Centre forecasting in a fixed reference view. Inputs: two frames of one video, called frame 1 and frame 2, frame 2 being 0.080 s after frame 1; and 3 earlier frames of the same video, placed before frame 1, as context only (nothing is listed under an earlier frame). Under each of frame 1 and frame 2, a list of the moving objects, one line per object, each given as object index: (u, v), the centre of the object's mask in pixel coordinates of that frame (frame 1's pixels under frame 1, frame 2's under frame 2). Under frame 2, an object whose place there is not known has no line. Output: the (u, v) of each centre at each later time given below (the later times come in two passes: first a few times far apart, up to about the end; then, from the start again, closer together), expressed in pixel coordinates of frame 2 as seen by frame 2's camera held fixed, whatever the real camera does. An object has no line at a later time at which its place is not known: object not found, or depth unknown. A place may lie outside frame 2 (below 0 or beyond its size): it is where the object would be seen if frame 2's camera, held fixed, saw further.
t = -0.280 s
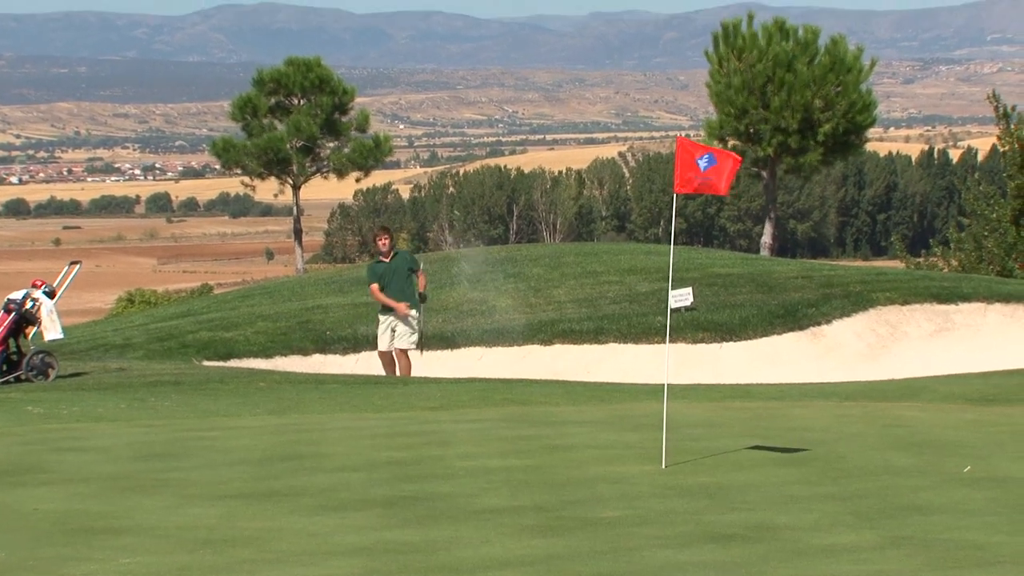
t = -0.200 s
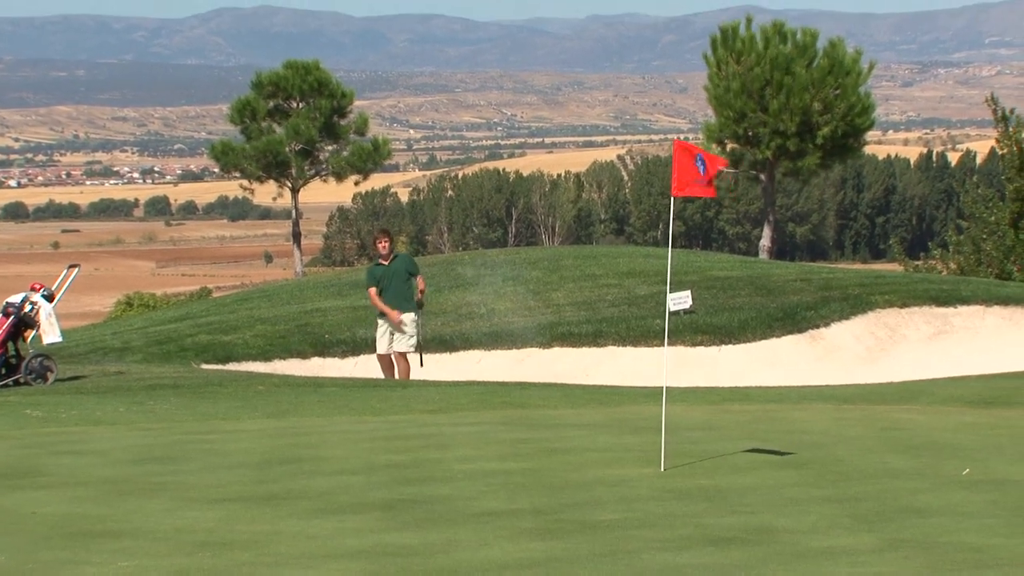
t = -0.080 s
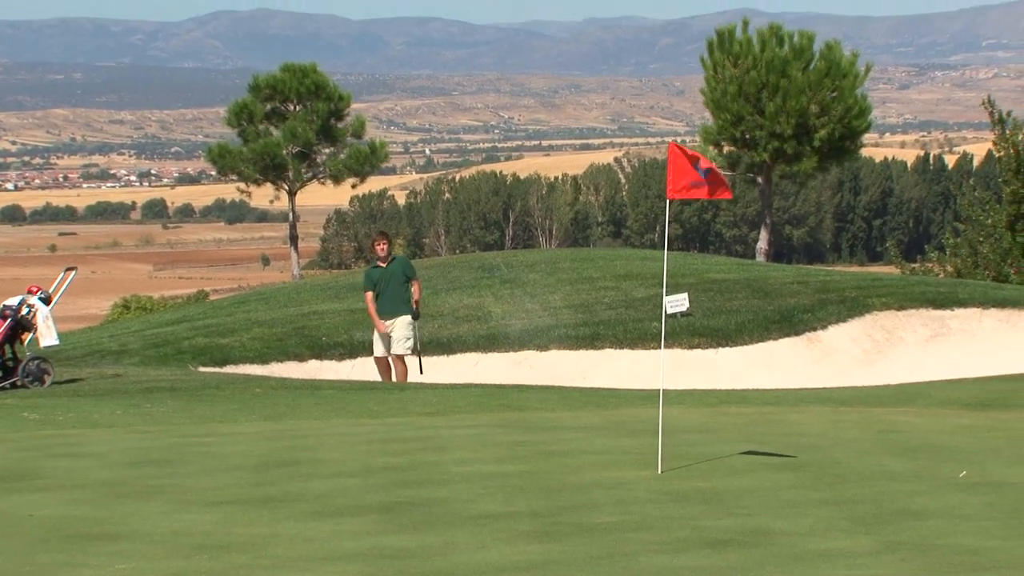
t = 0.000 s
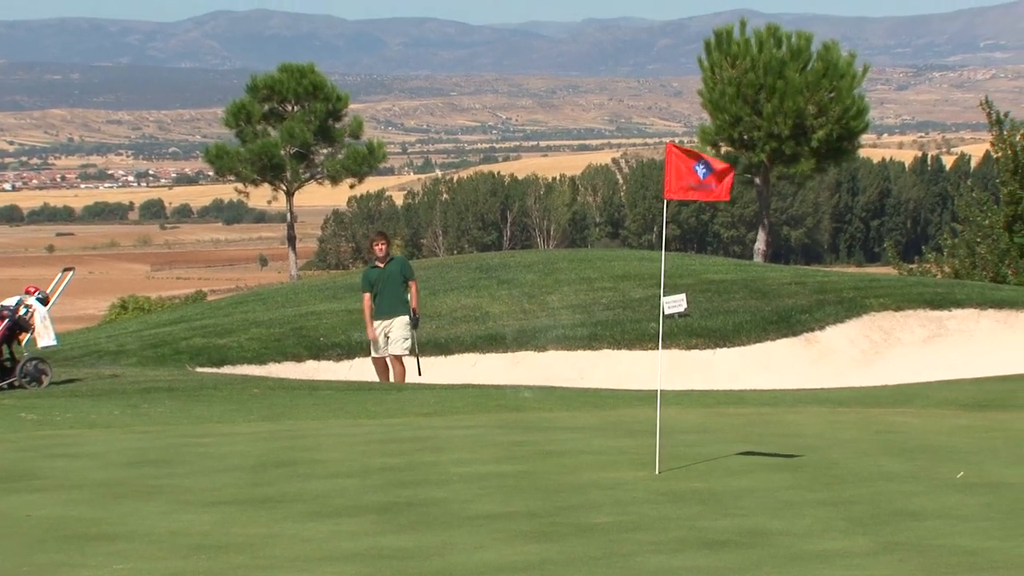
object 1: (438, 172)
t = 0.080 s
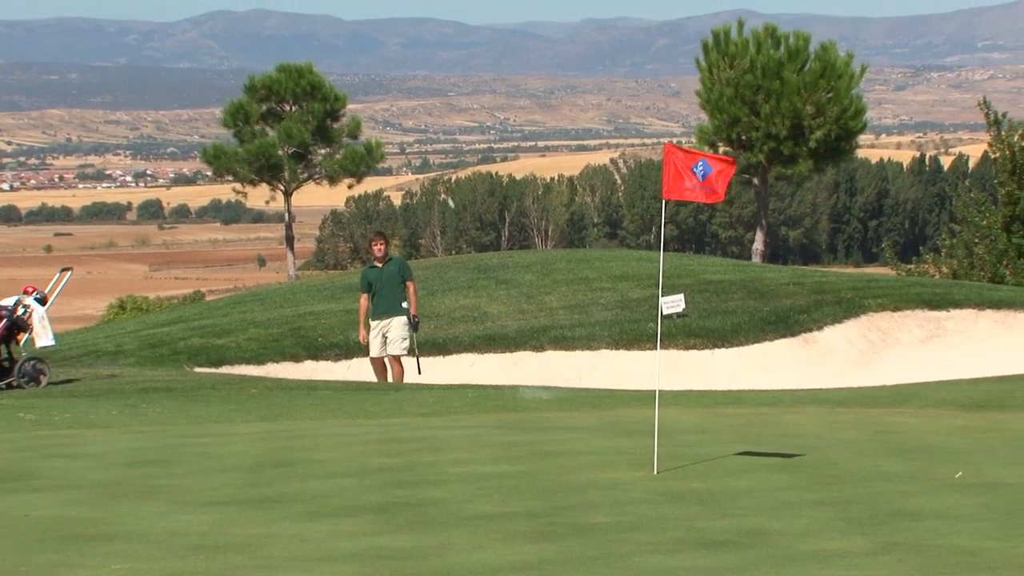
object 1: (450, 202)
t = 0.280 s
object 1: (490, 316)
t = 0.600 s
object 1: (529, 404)
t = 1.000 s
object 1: (557, 433)
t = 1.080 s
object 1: (563, 433)
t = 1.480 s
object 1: (595, 437)
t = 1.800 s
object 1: (616, 439)
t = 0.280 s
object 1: (490, 316)
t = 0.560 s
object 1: (527, 406)
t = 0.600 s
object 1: (529, 404)
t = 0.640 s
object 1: (532, 405)
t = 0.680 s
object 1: (534, 406)
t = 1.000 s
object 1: (557, 433)
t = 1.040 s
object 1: (560, 432)
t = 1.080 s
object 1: (563, 433)
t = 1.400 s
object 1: (589, 437)
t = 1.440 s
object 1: (592, 437)
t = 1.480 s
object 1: (595, 437)
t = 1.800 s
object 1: (616, 439)
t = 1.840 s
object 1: (618, 439)
